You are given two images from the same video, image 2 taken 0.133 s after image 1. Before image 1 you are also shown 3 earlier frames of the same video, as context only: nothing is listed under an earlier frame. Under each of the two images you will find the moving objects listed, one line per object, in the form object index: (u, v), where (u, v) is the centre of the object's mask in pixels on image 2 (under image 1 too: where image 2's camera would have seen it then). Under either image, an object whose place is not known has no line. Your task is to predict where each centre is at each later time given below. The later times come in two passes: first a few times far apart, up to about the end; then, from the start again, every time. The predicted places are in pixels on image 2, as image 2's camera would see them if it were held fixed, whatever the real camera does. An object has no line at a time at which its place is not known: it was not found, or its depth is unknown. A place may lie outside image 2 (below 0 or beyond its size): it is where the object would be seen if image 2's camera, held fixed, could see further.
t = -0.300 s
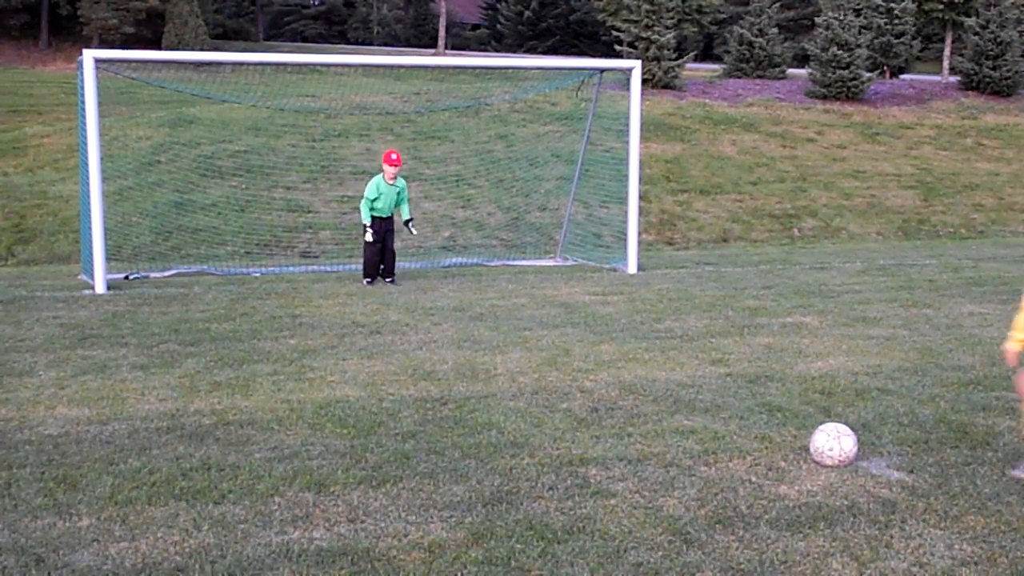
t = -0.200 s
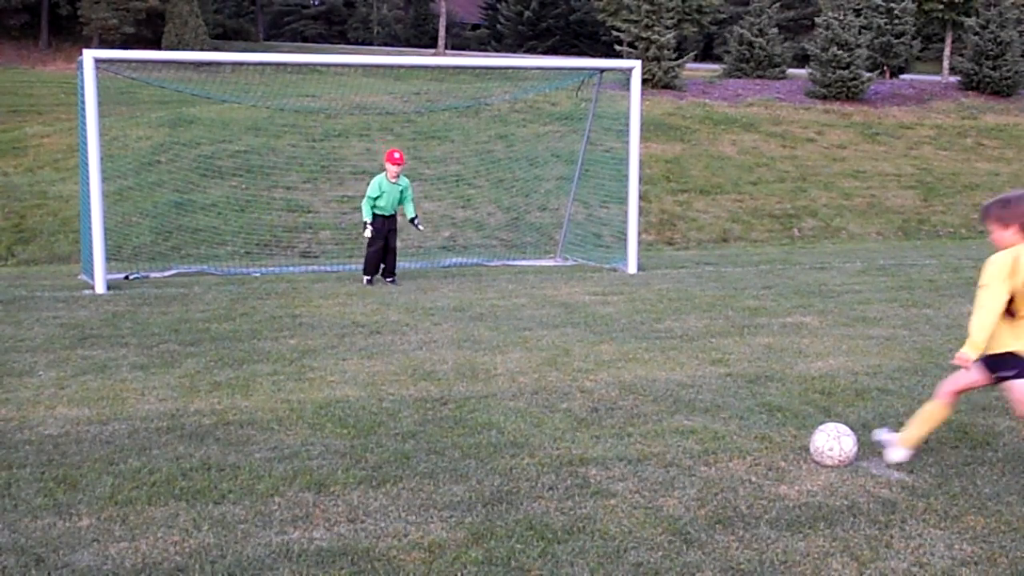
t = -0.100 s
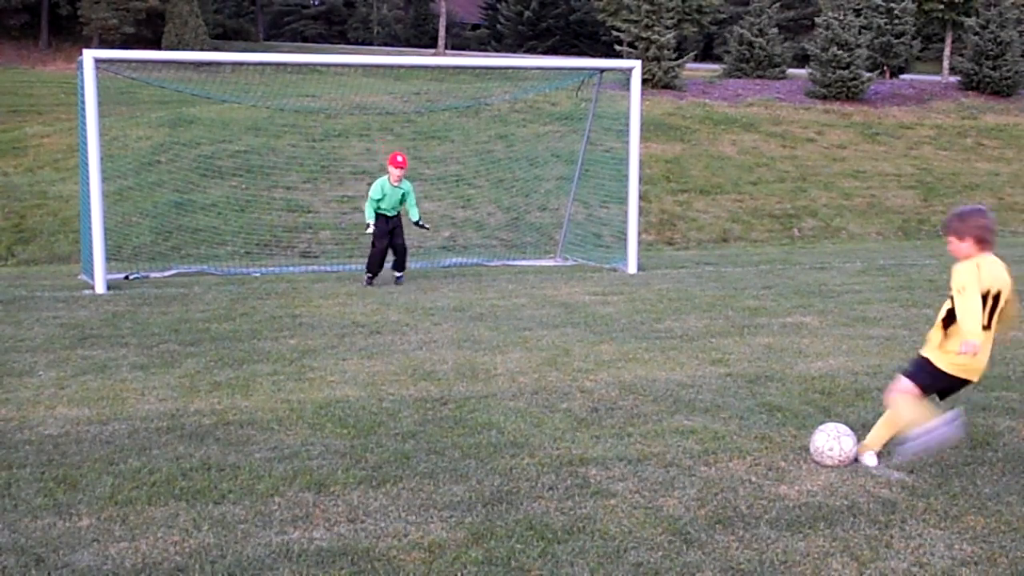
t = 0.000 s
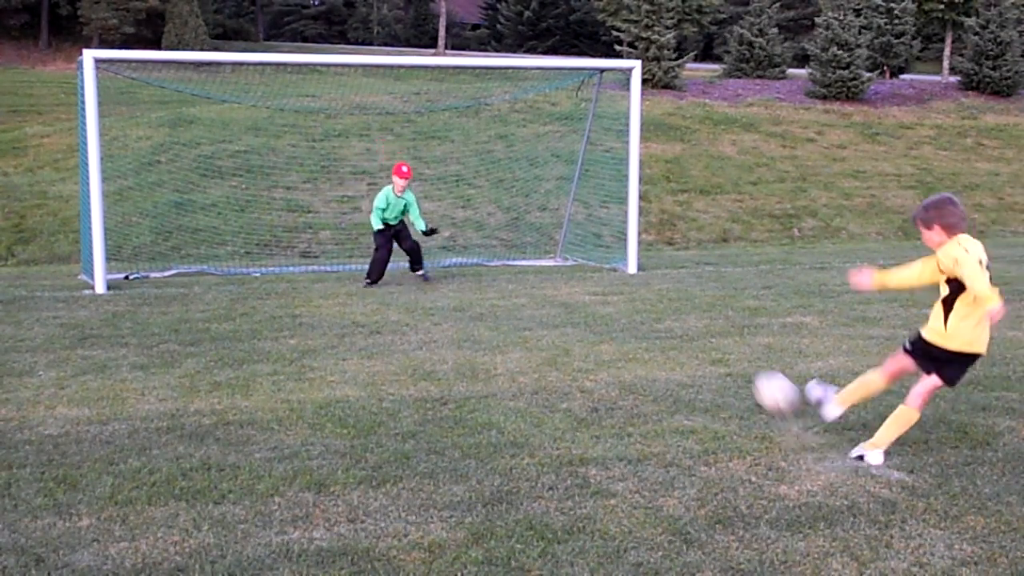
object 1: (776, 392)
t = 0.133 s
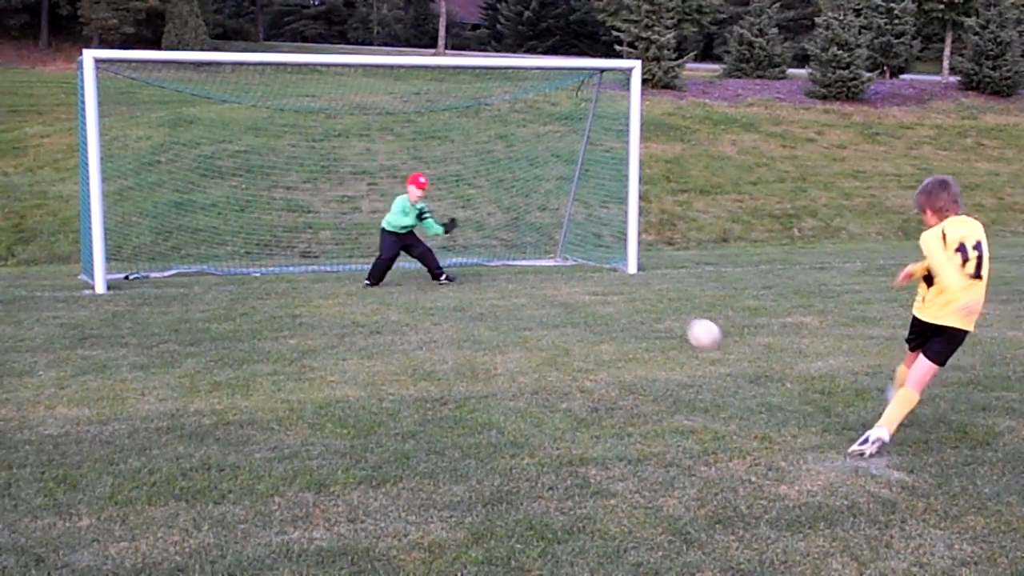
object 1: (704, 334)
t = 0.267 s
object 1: (666, 295)
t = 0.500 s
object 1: (633, 262)
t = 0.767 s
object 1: (639, 238)
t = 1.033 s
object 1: (645, 294)
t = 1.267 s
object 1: (653, 341)
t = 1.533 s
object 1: (660, 387)
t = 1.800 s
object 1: (660, 425)
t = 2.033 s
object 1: (659, 469)
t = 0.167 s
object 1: (692, 324)
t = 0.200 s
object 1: (683, 312)
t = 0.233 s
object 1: (675, 303)
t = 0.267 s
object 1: (666, 295)
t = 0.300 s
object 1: (659, 290)
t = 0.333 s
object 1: (653, 286)
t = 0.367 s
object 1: (647, 279)
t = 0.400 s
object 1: (643, 273)
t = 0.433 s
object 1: (639, 269)
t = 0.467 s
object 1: (634, 266)
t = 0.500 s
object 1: (633, 262)
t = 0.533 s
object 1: (634, 255)
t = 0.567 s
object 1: (635, 250)
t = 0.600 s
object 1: (636, 245)
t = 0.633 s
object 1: (636, 242)
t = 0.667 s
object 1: (637, 239)
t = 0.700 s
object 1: (638, 237)
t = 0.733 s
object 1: (639, 237)
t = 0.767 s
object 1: (639, 238)
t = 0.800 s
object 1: (640, 239)
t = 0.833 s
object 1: (641, 243)
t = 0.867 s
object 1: (642, 246)
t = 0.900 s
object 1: (643, 253)
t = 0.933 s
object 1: (643, 260)
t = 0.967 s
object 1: (644, 270)
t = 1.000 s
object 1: (645, 280)
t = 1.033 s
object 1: (645, 294)
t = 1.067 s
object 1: (647, 310)
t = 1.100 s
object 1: (649, 328)
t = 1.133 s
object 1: (650, 349)
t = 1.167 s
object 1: (650, 355)
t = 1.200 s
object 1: (651, 350)
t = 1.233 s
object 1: (652, 344)
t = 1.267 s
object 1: (653, 341)
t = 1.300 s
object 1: (654, 340)
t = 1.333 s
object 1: (654, 340)
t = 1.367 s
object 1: (655, 343)
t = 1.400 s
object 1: (656, 347)
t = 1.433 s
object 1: (657, 353)
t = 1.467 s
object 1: (658, 362)
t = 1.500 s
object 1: (659, 374)
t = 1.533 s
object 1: (660, 387)
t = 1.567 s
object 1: (660, 400)
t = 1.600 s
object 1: (661, 402)
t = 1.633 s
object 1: (660, 400)
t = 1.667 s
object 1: (661, 400)
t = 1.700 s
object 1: (660, 402)
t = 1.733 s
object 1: (660, 407)
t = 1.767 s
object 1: (660, 415)
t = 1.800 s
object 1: (660, 425)
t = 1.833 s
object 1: (659, 437)
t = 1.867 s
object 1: (659, 446)
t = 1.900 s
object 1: (659, 447)
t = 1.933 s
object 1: (659, 448)
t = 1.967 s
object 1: (659, 453)
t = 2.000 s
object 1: (659, 460)
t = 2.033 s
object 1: (659, 469)
